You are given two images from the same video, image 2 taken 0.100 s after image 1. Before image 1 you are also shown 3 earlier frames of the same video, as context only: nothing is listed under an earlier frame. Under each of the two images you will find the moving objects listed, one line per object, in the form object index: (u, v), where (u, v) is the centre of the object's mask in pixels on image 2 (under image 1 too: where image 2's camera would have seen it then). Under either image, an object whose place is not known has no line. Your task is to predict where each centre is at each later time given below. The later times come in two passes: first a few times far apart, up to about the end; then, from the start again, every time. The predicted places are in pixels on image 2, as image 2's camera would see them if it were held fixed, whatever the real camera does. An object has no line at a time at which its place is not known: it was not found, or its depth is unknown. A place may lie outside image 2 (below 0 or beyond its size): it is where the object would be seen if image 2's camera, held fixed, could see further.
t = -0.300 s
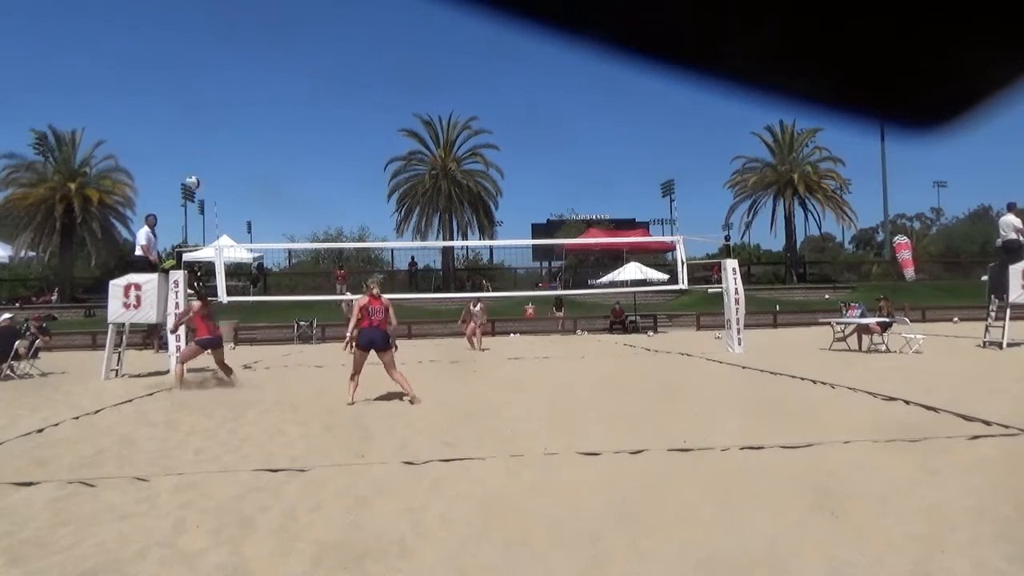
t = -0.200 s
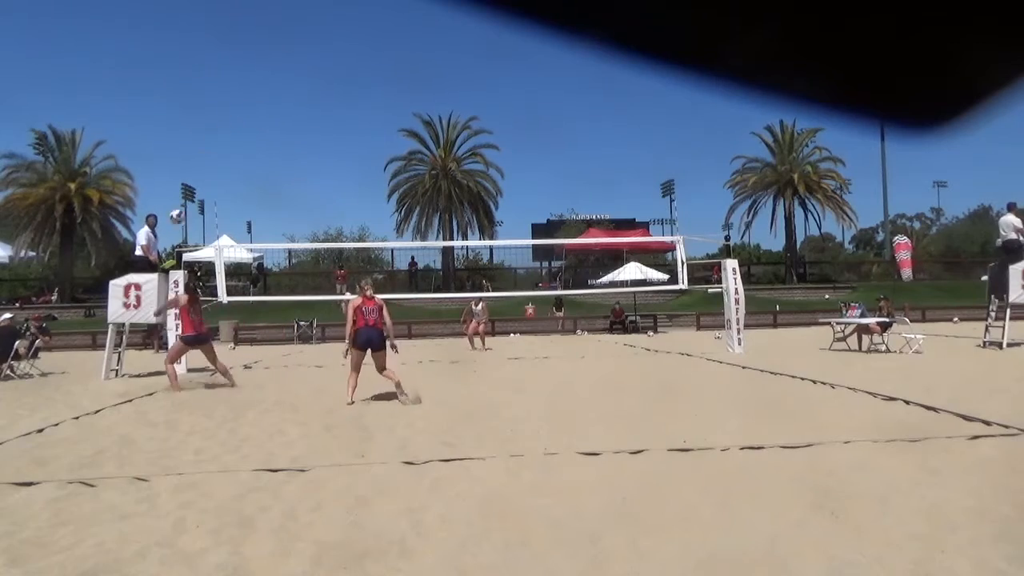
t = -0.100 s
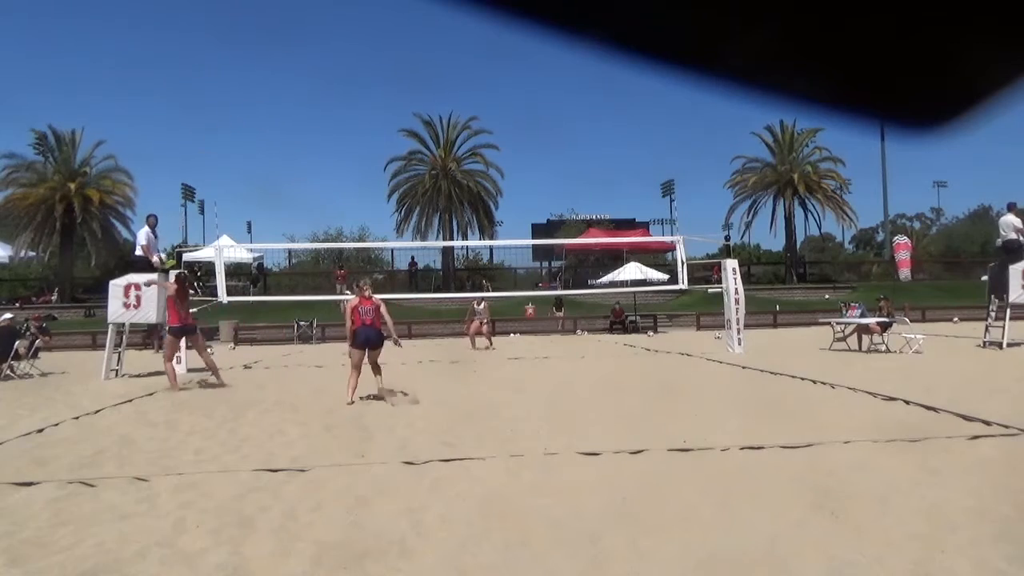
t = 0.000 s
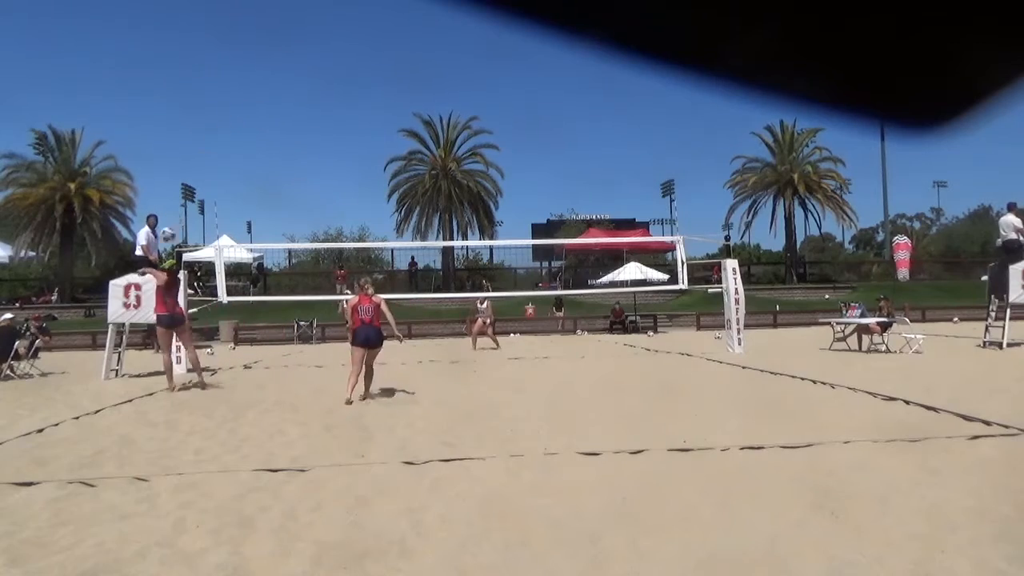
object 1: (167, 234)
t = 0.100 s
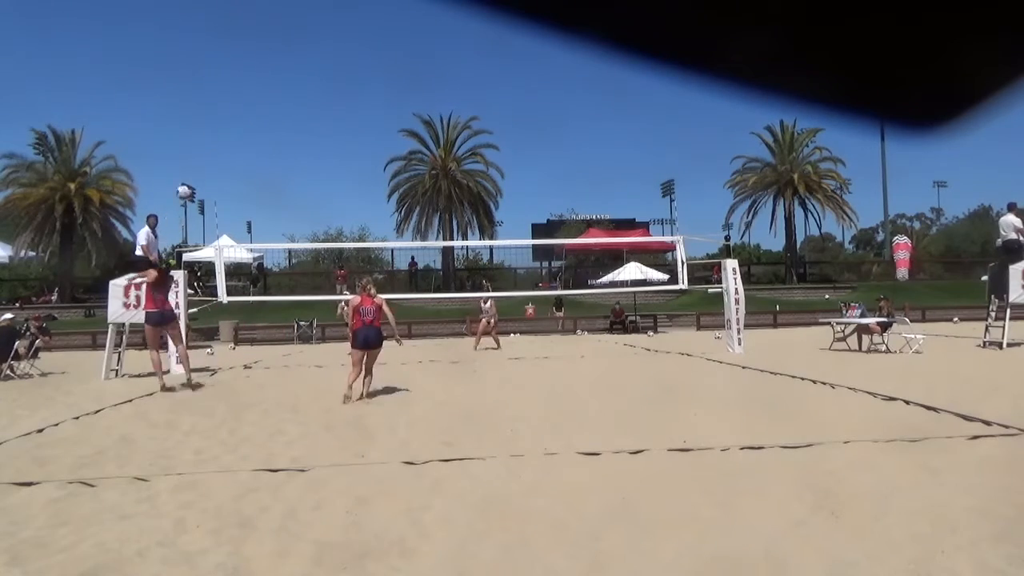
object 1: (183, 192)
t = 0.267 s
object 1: (209, 139)
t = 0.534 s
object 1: (249, 93)
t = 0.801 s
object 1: (287, 94)
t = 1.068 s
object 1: (324, 140)
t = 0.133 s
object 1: (189, 181)
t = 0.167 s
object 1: (194, 168)
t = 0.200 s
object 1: (199, 158)
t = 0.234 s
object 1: (205, 148)
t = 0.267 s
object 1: (209, 139)
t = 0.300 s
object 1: (214, 130)
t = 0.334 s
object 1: (219, 123)
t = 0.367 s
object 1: (224, 116)
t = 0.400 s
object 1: (229, 111)
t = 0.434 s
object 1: (235, 105)
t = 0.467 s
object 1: (239, 100)
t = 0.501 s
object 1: (244, 97)
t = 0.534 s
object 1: (249, 93)
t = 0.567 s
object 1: (253, 90)
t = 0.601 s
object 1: (258, 88)
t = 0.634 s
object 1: (264, 88)
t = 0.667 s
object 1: (268, 87)
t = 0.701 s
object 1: (273, 88)
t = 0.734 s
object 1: (278, 89)
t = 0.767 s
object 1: (283, 91)
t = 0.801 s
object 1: (287, 94)
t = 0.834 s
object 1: (292, 96)
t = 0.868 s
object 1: (296, 100)
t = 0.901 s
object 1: (301, 105)
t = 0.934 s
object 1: (306, 111)
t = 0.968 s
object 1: (310, 117)
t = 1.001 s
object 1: (315, 123)
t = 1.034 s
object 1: (320, 132)
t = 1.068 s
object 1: (324, 140)
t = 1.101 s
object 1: (328, 149)
